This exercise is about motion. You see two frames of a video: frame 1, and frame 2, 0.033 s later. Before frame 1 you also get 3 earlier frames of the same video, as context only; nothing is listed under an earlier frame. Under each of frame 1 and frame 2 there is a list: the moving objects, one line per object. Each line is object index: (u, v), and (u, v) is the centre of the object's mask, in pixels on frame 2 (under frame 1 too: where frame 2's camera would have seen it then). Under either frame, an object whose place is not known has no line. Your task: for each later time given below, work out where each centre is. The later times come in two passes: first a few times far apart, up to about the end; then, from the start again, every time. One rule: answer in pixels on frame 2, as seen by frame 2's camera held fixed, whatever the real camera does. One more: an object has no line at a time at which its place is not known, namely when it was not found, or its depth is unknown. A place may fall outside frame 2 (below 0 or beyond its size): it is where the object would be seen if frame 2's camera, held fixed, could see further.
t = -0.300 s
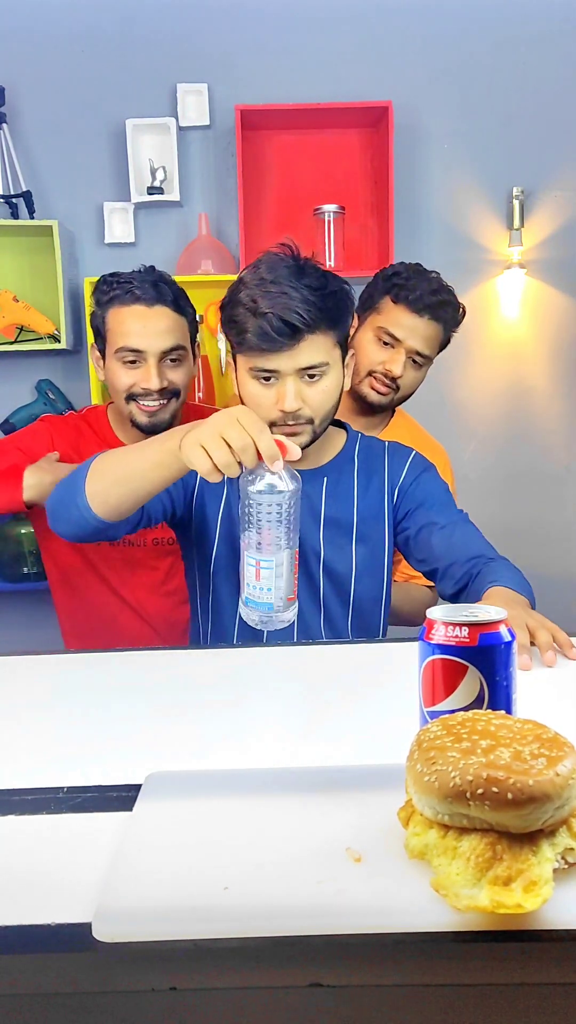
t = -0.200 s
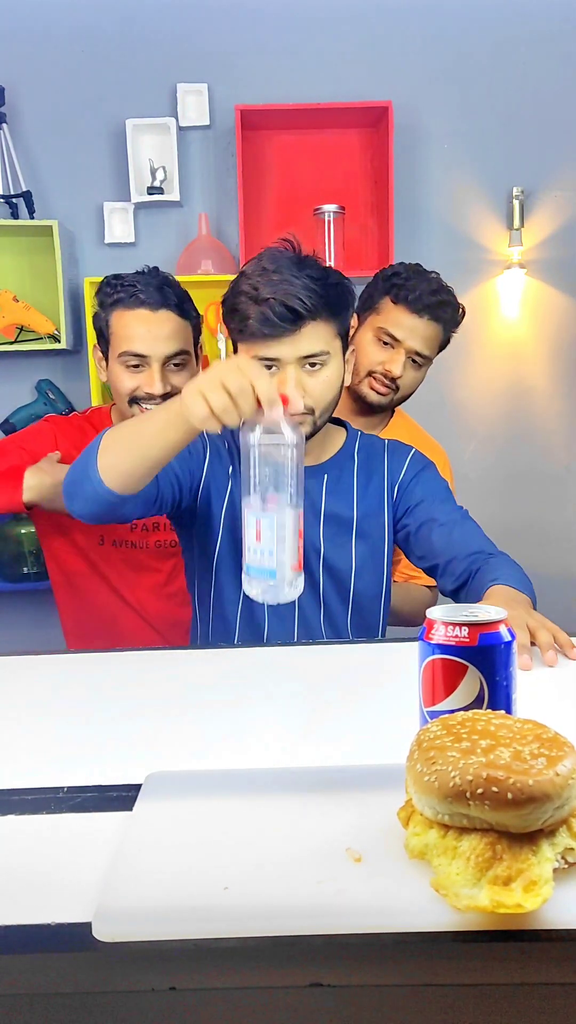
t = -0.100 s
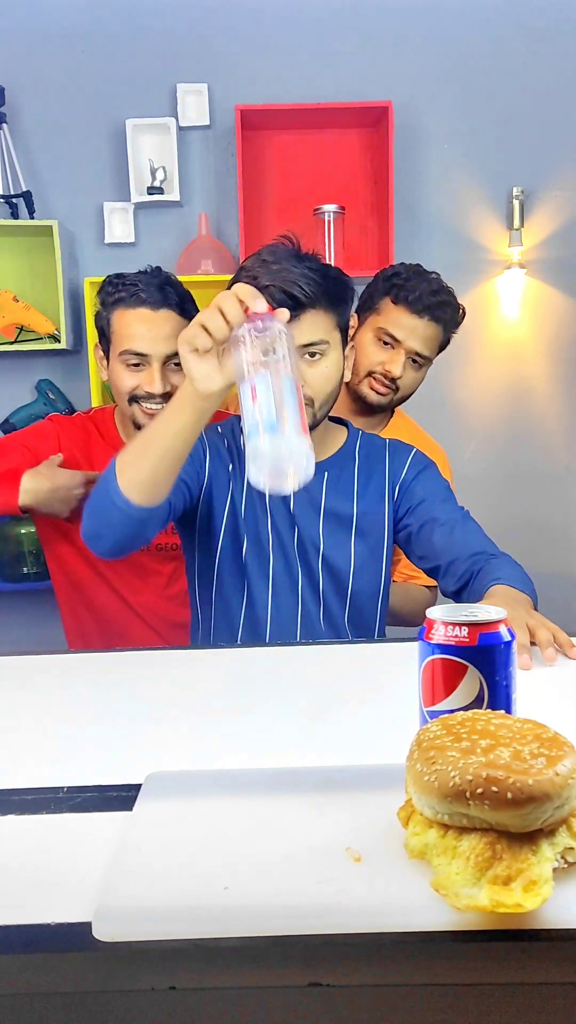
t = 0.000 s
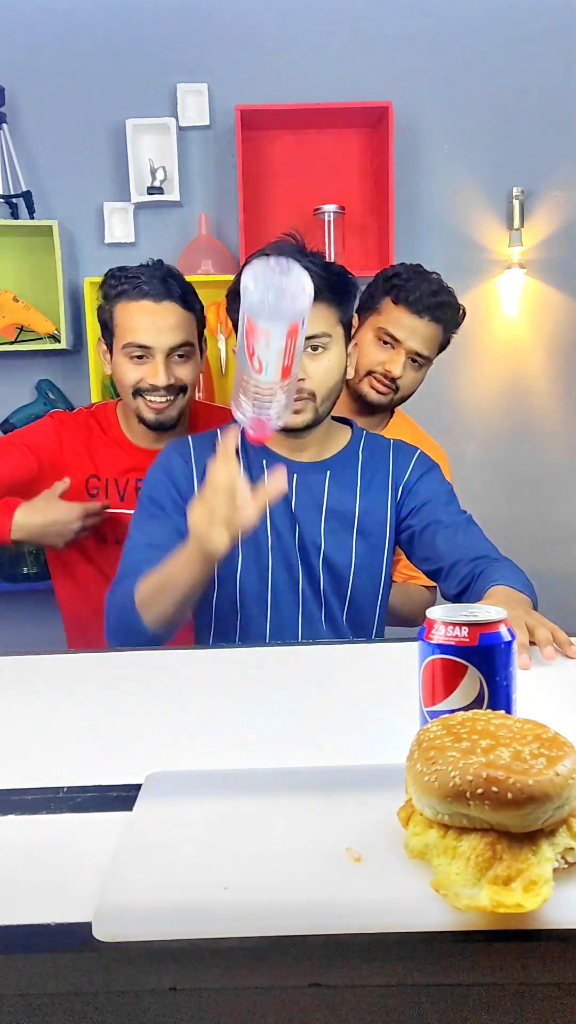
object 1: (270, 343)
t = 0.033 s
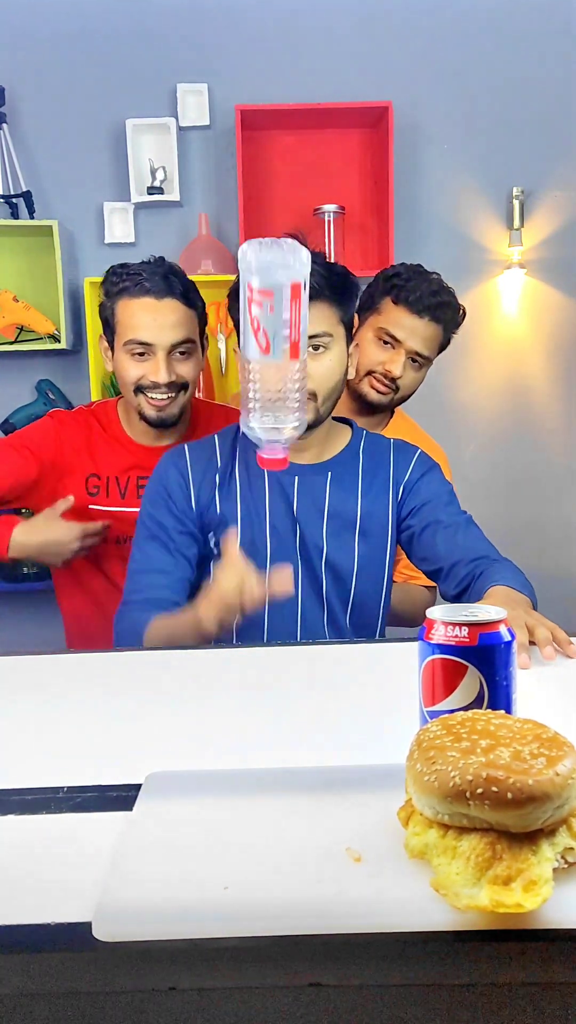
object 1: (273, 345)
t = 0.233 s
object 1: (287, 346)
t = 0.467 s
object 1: (281, 583)
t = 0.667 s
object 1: (267, 635)
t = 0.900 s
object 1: (256, 637)
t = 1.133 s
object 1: (244, 638)
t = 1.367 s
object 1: (228, 640)
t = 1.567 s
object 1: (219, 641)
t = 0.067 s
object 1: (279, 339)
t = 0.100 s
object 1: (285, 328)
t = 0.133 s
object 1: (290, 310)
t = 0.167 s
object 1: (293, 301)
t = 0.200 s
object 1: (290, 312)
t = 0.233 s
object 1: (287, 346)
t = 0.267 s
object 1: (286, 403)
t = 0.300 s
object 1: (285, 480)
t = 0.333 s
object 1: (285, 566)
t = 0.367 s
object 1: (284, 575)
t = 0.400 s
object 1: (284, 578)
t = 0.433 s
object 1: (283, 581)
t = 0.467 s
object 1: (281, 583)
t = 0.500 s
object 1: (280, 587)
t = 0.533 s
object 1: (278, 593)
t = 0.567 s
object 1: (275, 603)
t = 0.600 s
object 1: (273, 619)
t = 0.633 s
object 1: (271, 637)
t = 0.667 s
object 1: (267, 635)
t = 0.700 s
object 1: (266, 636)
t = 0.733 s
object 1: (264, 636)
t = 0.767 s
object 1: (263, 636)
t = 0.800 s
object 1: (262, 636)
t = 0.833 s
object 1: (261, 636)
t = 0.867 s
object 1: (259, 637)
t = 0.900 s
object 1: (256, 637)
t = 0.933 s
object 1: (255, 637)
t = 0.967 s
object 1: (254, 637)
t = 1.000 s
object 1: (253, 637)
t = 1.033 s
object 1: (252, 637)
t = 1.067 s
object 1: (250, 638)
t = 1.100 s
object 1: (247, 638)
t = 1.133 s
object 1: (244, 638)
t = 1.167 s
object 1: (241, 639)
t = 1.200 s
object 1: (238, 639)
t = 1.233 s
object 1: (237, 639)
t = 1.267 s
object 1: (235, 639)
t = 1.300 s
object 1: (233, 639)
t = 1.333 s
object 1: (231, 639)
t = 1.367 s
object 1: (228, 640)
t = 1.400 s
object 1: (225, 640)
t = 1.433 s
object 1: (223, 640)
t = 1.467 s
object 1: (222, 640)
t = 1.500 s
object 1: (222, 640)
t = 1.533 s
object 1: (221, 641)
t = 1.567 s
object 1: (219, 641)
